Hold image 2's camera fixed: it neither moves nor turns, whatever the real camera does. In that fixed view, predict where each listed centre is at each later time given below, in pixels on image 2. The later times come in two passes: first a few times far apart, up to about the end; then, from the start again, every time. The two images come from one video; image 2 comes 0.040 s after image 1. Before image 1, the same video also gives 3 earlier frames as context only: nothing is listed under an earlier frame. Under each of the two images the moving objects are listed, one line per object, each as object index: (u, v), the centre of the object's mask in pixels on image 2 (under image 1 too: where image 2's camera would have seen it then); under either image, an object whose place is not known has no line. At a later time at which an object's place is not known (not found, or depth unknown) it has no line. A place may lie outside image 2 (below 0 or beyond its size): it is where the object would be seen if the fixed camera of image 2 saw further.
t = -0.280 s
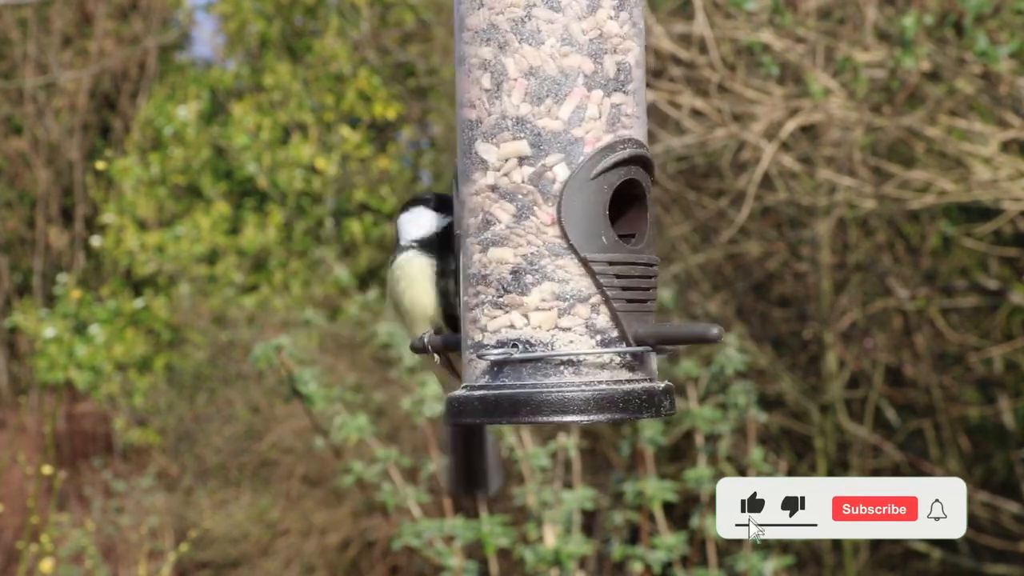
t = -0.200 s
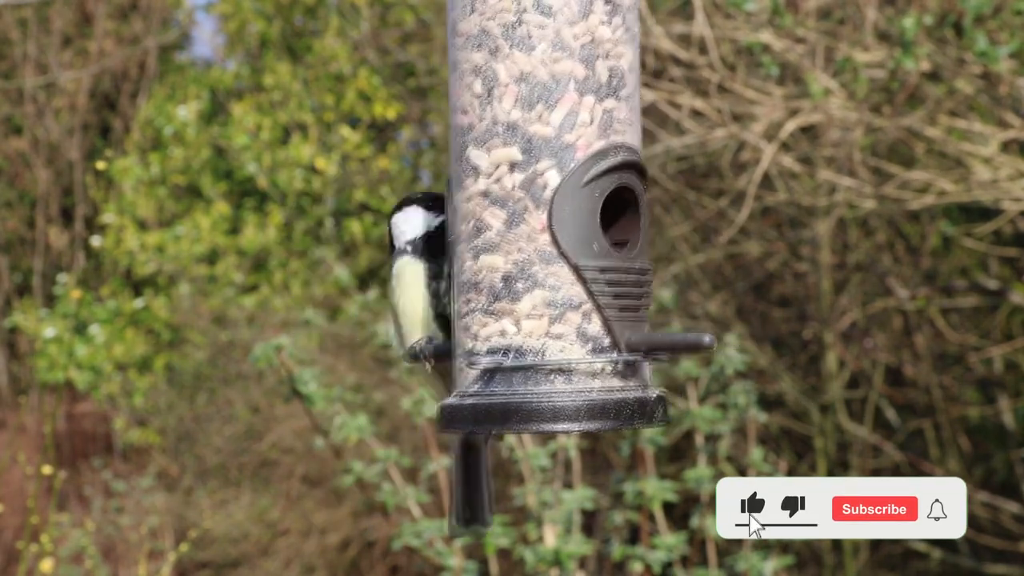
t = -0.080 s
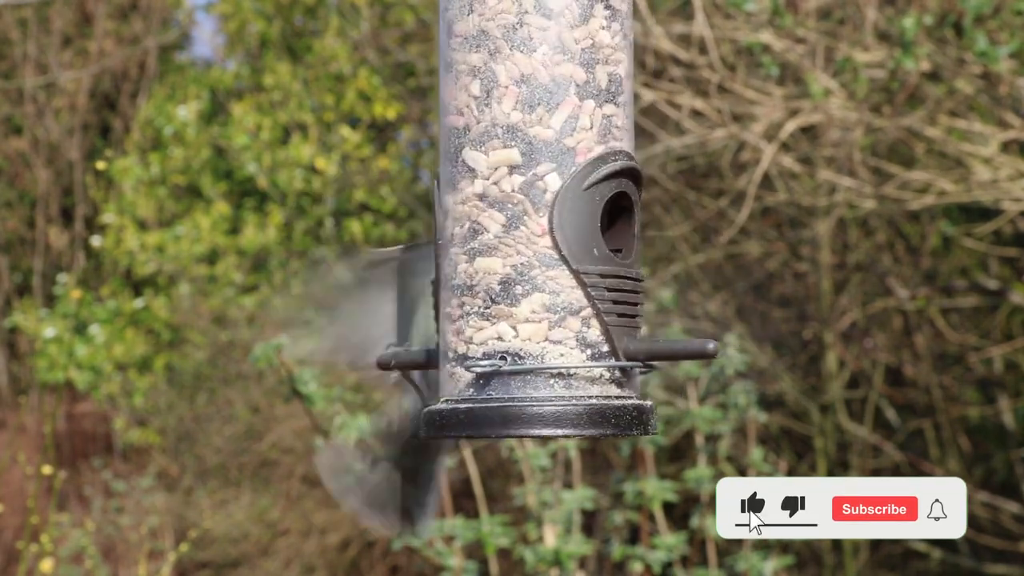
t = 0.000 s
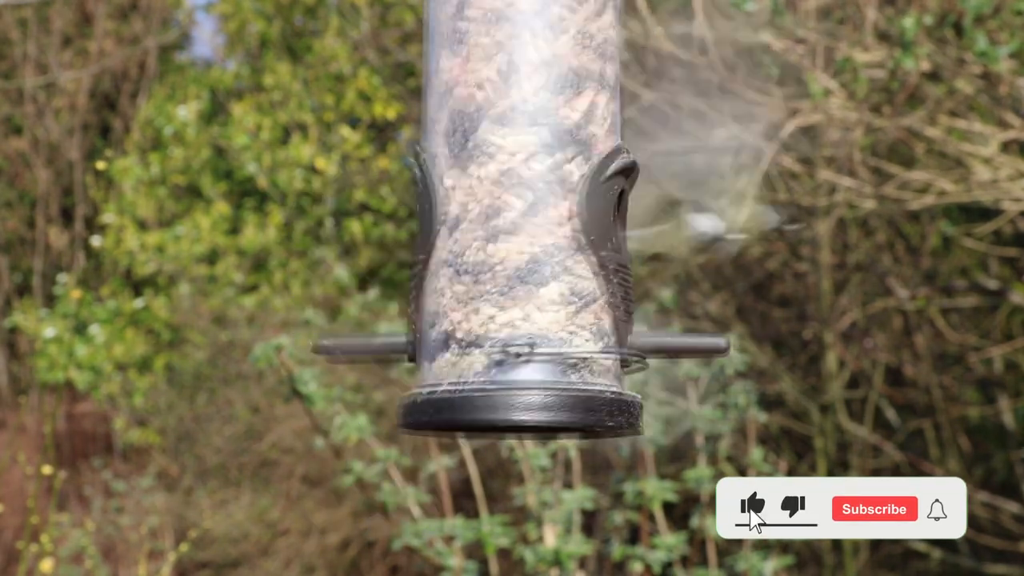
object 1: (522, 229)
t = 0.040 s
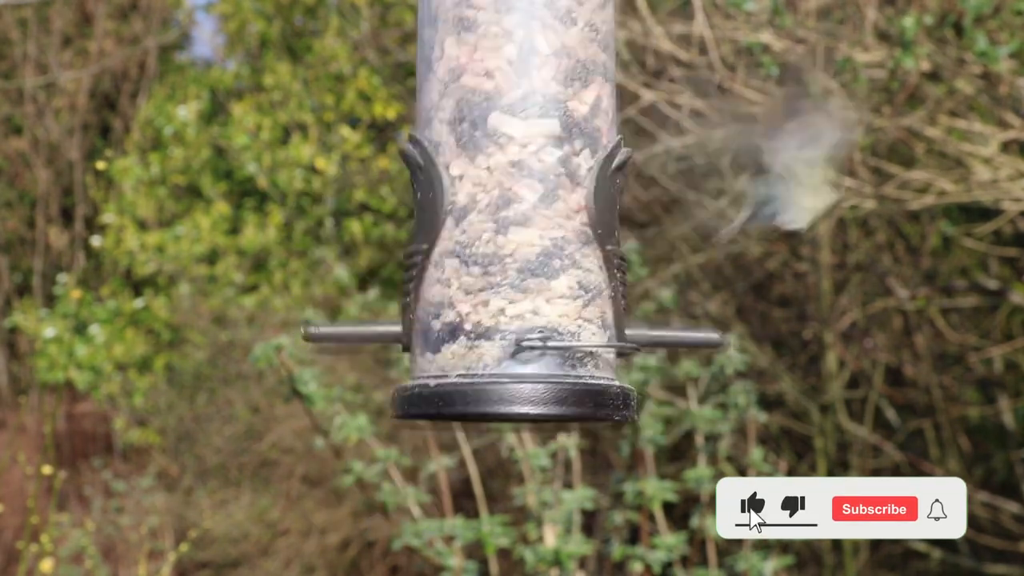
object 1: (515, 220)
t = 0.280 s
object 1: (509, 210)
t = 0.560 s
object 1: (559, 218)
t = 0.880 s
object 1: (556, 222)
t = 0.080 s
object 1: (509, 215)
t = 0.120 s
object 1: (501, 209)
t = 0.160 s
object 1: (495, 205)
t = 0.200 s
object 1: (496, 204)
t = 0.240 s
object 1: (503, 206)
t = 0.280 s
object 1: (509, 210)
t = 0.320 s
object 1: (514, 214)
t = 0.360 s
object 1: (520, 218)
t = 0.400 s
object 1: (524, 222)
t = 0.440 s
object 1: (531, 225)
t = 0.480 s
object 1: (540, 225)
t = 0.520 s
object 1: (550, 222)
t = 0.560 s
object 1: (559, 218)
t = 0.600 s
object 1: (565, 216)
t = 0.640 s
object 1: (563, 211)
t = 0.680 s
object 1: (566, 209)
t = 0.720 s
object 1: (562, 213)
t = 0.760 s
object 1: (559, 215)
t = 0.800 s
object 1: (557, 215)
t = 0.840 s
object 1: (556, 217)
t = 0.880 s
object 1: (556, 222)
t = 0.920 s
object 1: (552, 220)
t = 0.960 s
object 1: (550, 217)
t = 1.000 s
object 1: (548, 211)
